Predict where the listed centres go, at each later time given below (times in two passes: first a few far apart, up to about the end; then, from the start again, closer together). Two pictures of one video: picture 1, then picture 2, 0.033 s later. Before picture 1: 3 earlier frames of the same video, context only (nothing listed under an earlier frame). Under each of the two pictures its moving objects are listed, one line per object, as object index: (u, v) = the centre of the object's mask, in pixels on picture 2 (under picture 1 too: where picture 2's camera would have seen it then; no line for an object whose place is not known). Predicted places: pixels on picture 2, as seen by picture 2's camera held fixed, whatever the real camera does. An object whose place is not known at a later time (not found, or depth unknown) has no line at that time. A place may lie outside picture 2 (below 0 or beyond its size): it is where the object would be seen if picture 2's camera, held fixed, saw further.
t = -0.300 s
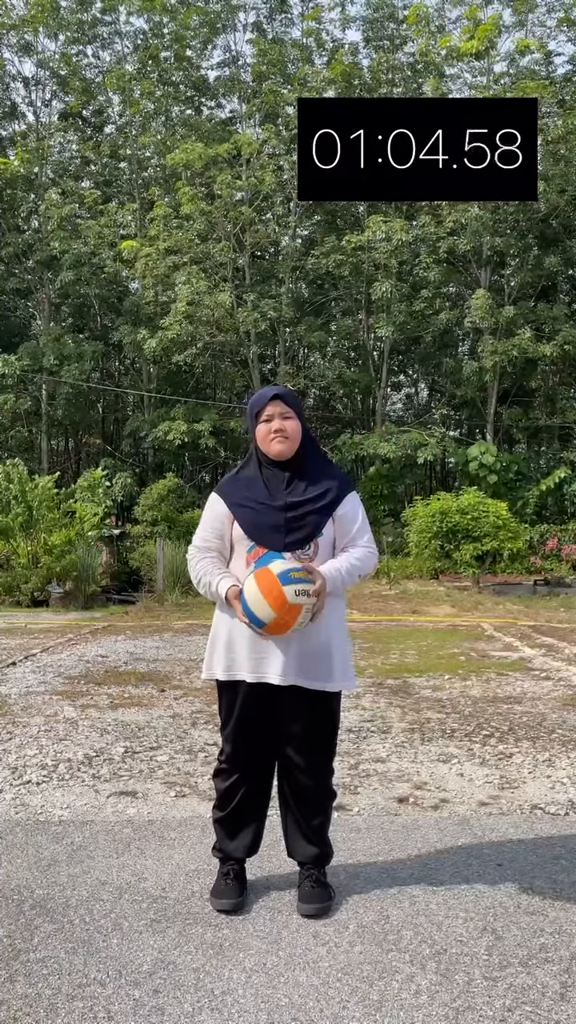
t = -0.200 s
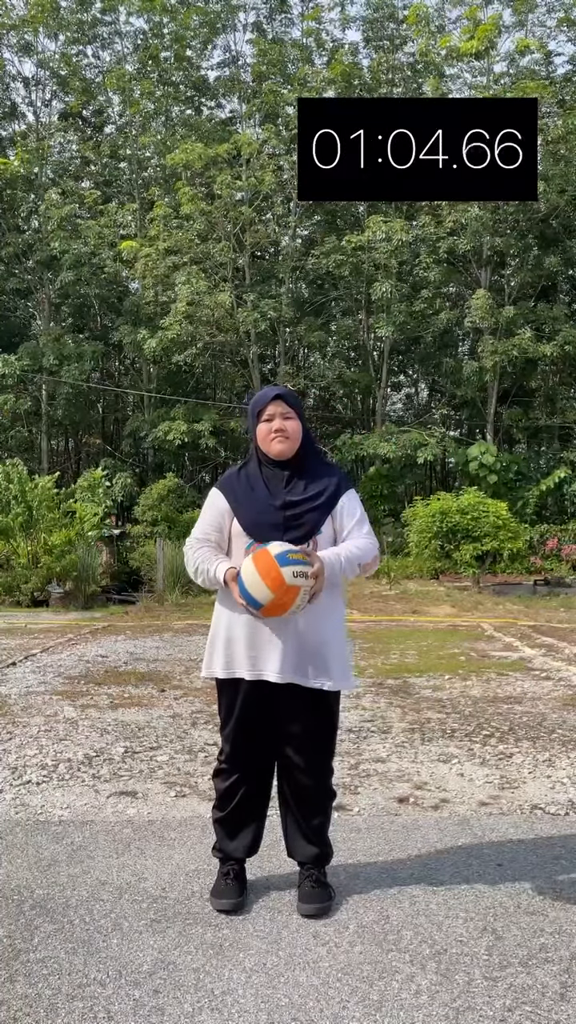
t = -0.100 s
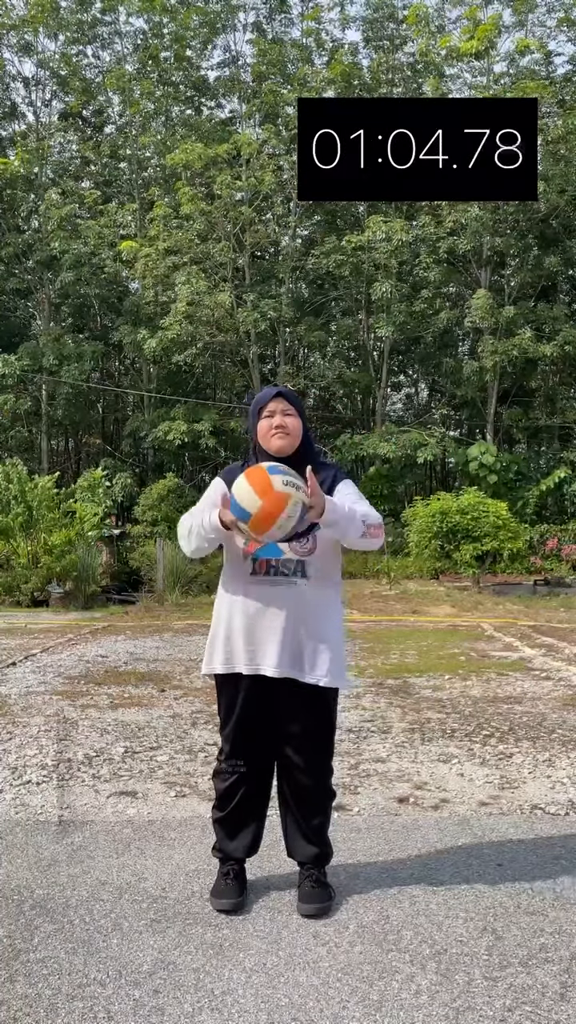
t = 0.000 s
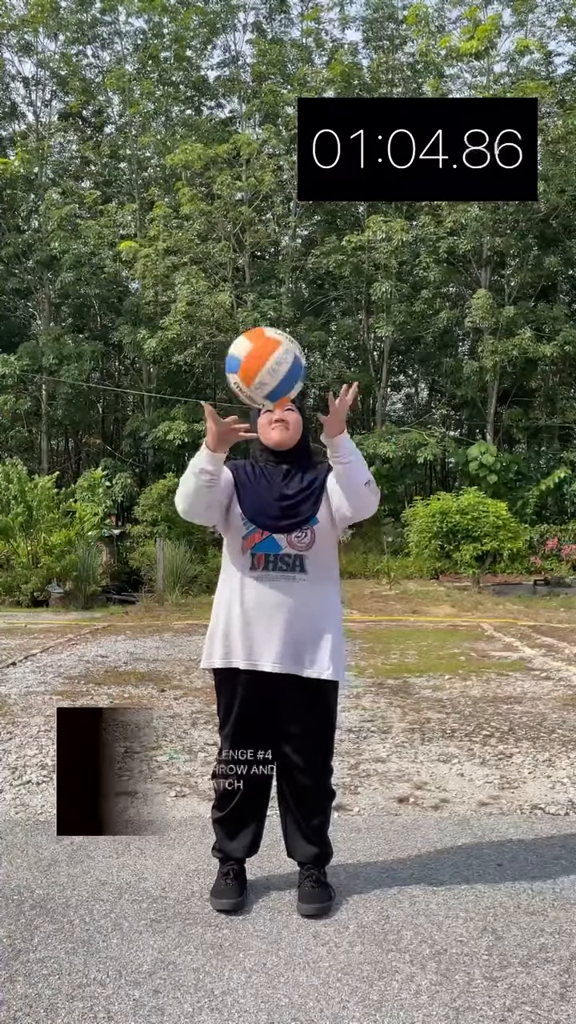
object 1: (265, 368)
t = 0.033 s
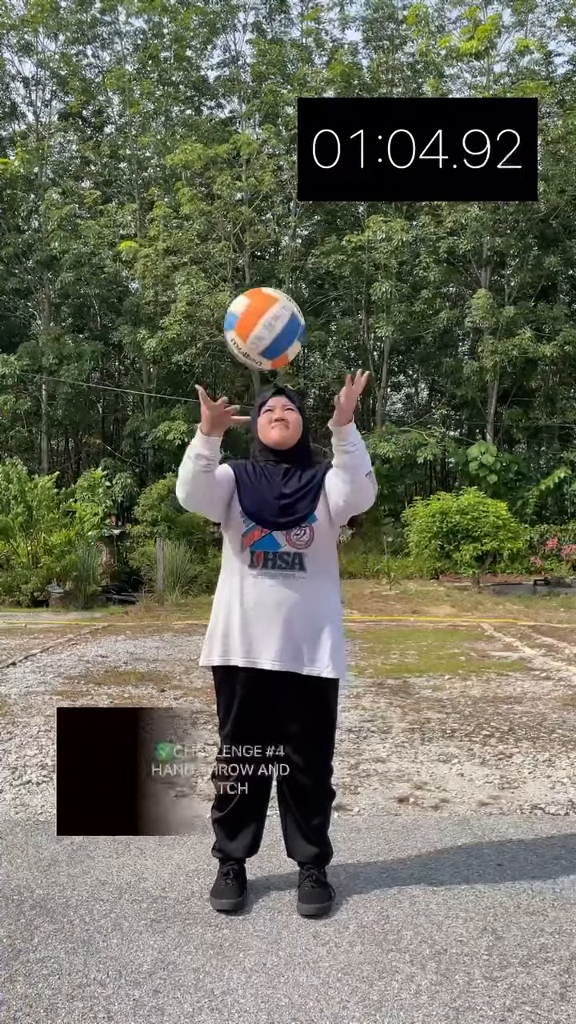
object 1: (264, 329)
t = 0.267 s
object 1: (255, 164)
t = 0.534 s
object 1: (246, 213)
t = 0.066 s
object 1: (263, 293)
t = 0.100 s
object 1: (261, 262)
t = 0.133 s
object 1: (260, 235)
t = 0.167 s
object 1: (258, 211)
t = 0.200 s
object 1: (257, 192)
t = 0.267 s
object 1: (255, 164)
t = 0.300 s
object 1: (253, 157)
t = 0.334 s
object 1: (252, 153)
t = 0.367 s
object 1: (251, 153)
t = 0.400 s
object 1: (250, 157)
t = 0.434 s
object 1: (249, 165)
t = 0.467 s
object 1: (248, 177)
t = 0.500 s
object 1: (247, 193)
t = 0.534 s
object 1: (246, 213)
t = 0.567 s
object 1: (245, 238)
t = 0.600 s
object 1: (244, 266)
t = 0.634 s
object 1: (243, 299)
